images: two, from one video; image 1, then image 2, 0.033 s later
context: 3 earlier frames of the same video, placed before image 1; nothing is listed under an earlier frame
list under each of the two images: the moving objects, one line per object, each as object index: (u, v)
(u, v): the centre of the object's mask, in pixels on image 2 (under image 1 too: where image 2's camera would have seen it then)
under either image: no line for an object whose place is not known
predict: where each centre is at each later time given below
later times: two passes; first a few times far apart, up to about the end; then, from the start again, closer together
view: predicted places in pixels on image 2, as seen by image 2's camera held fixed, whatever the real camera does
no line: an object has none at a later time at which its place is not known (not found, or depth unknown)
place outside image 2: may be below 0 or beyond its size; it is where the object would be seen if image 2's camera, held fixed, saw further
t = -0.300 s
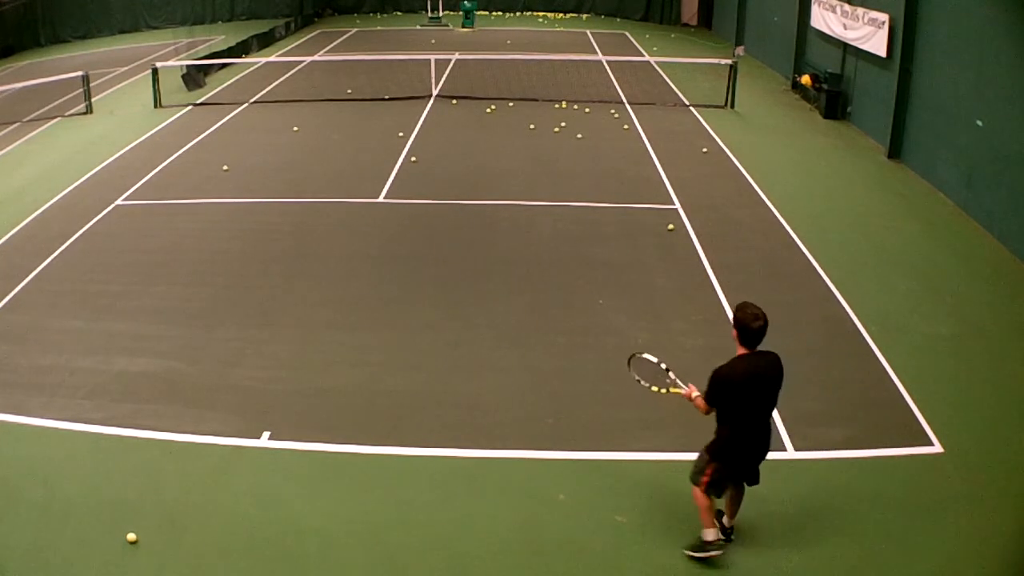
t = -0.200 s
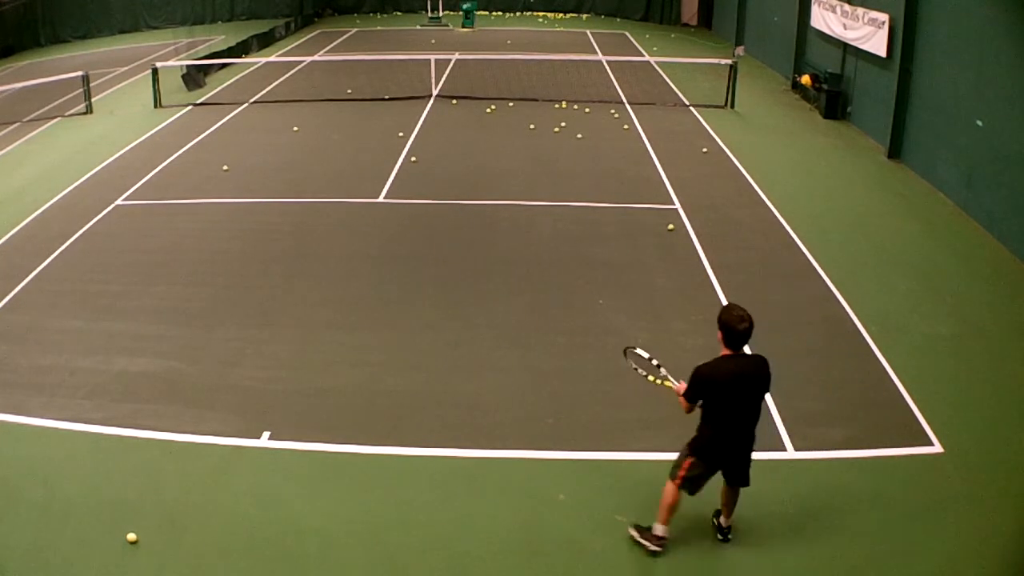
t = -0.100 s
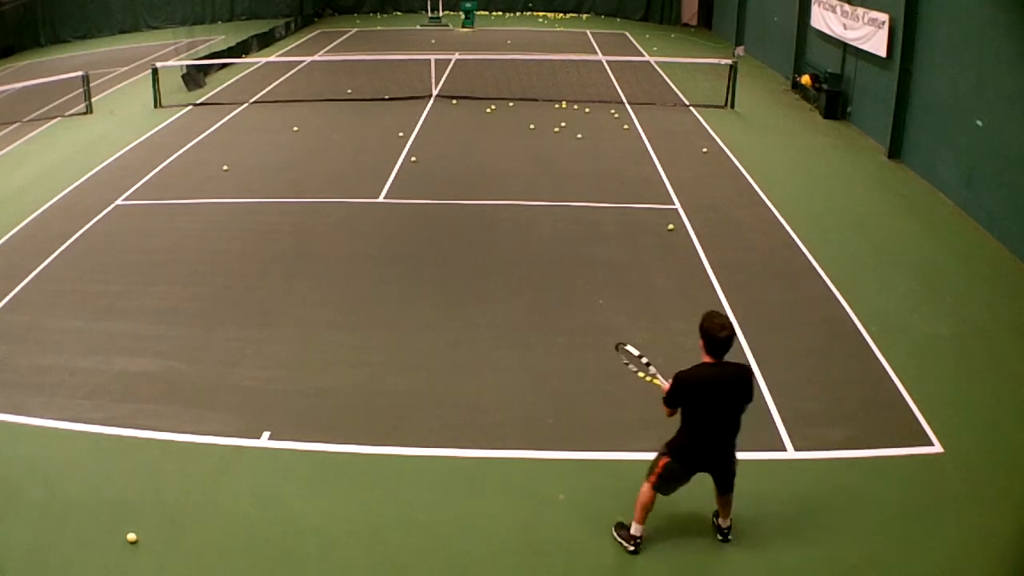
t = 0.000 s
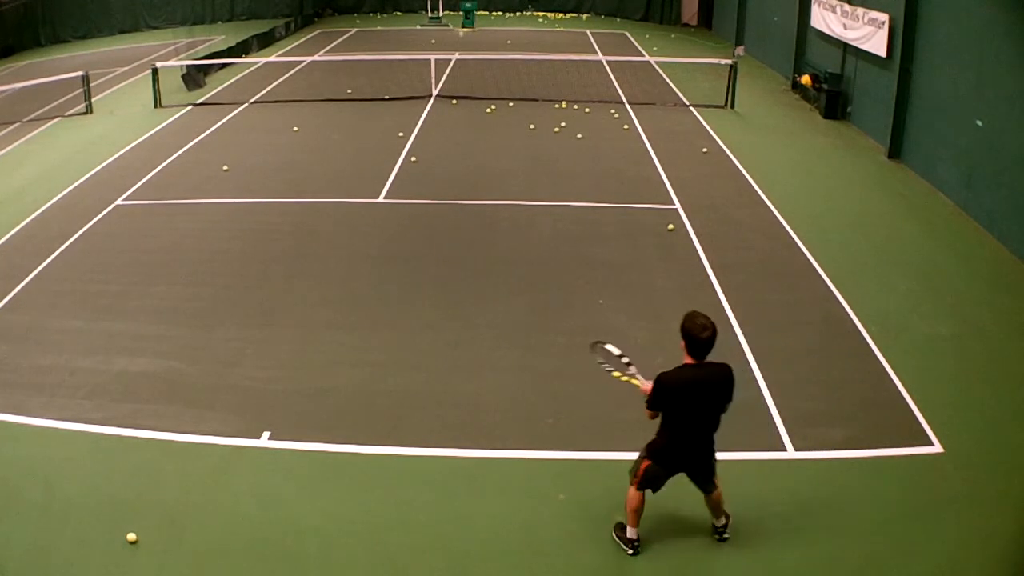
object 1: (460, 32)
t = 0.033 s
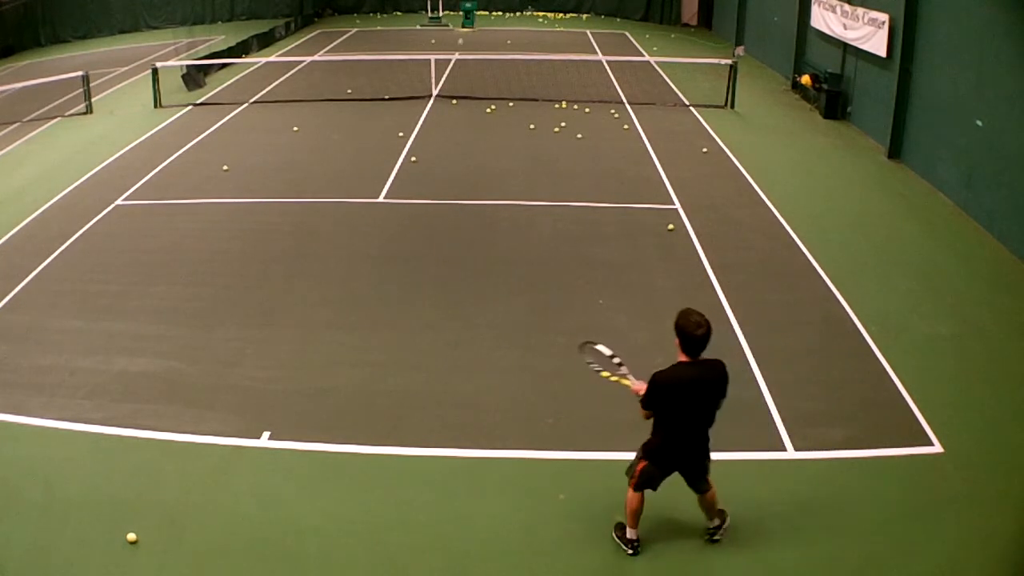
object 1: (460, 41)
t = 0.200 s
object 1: (455, 101)
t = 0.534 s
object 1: (444, 255)
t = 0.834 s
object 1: (433, 314)
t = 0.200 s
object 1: (455, 101)
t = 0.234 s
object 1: (455, 117)
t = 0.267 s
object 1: (453, 137)
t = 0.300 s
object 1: (452, 159)
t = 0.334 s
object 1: (451, 183)
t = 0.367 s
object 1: (450, 211)
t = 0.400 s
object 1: (448, 241)
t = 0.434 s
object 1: (447, 261)
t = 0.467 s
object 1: (446, 258)
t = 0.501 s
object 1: (445, 256)
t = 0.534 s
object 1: (444, 255)
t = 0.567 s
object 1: (443, 255)
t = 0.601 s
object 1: (442, 257)
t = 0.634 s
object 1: (441, 259)
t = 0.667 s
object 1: (440, 264)
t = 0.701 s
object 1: (439, 270)
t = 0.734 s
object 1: (438, 277)
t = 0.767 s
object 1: (436, 287)
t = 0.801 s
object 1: (435, 299)
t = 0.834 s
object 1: (433, 314)
